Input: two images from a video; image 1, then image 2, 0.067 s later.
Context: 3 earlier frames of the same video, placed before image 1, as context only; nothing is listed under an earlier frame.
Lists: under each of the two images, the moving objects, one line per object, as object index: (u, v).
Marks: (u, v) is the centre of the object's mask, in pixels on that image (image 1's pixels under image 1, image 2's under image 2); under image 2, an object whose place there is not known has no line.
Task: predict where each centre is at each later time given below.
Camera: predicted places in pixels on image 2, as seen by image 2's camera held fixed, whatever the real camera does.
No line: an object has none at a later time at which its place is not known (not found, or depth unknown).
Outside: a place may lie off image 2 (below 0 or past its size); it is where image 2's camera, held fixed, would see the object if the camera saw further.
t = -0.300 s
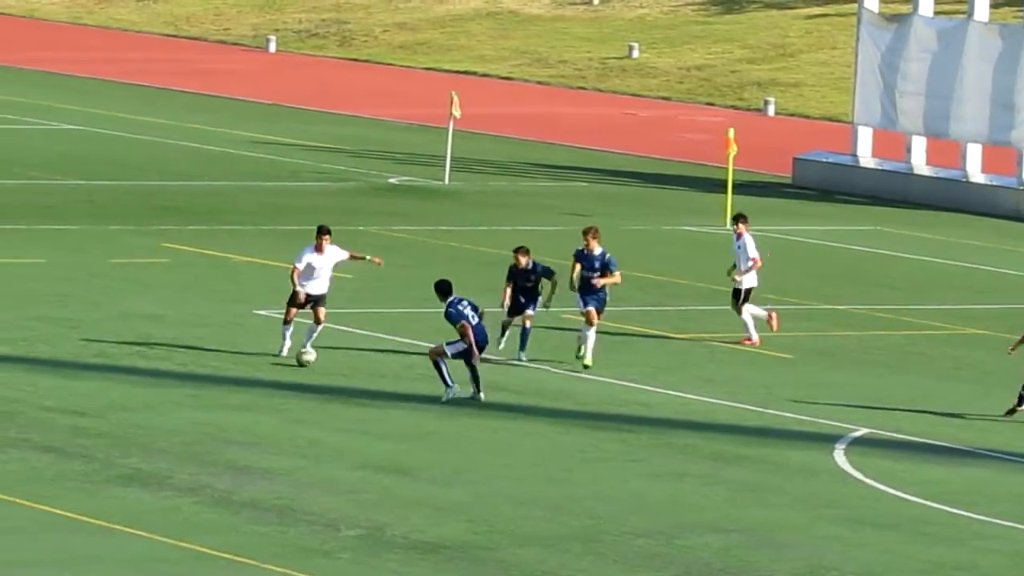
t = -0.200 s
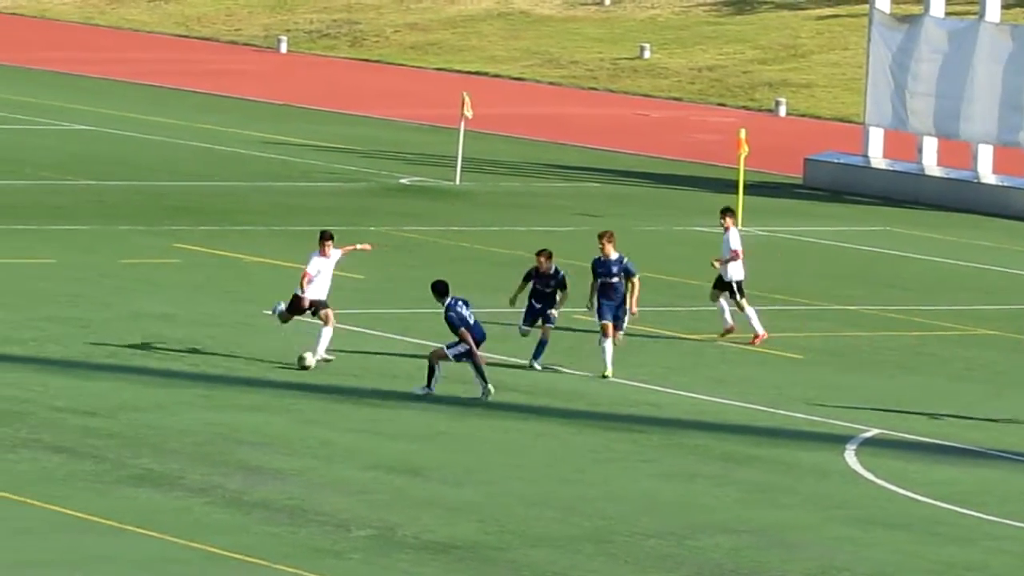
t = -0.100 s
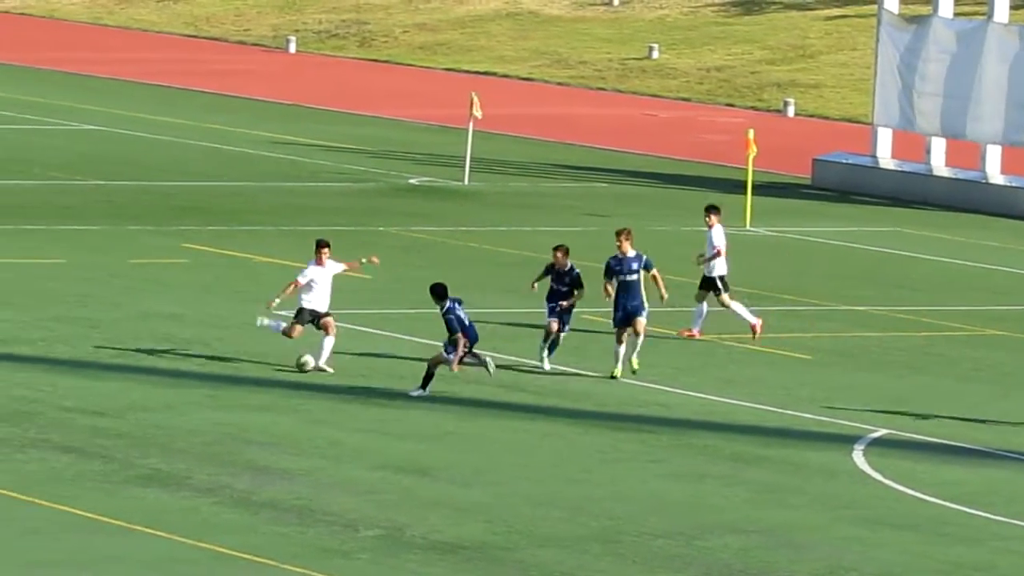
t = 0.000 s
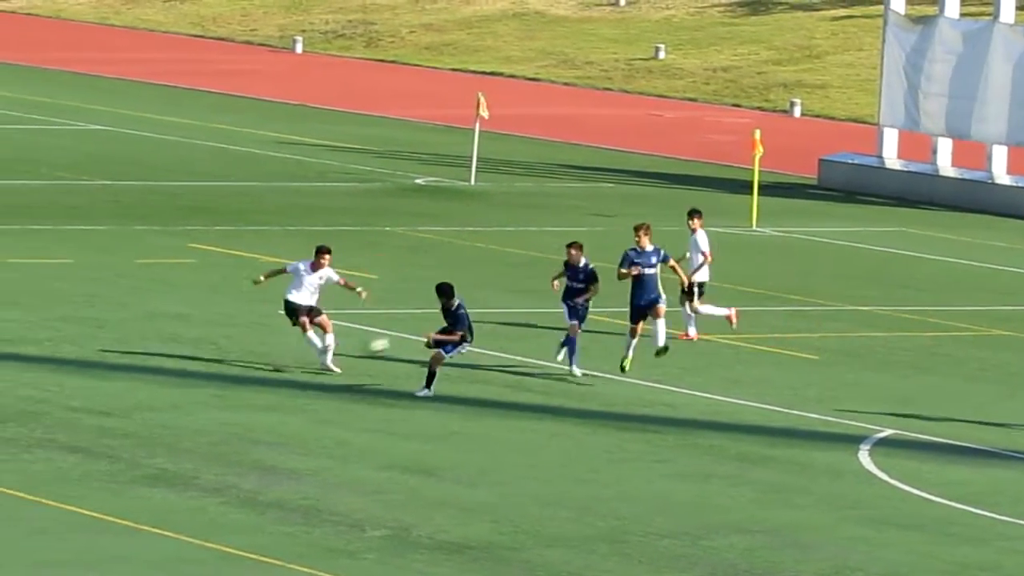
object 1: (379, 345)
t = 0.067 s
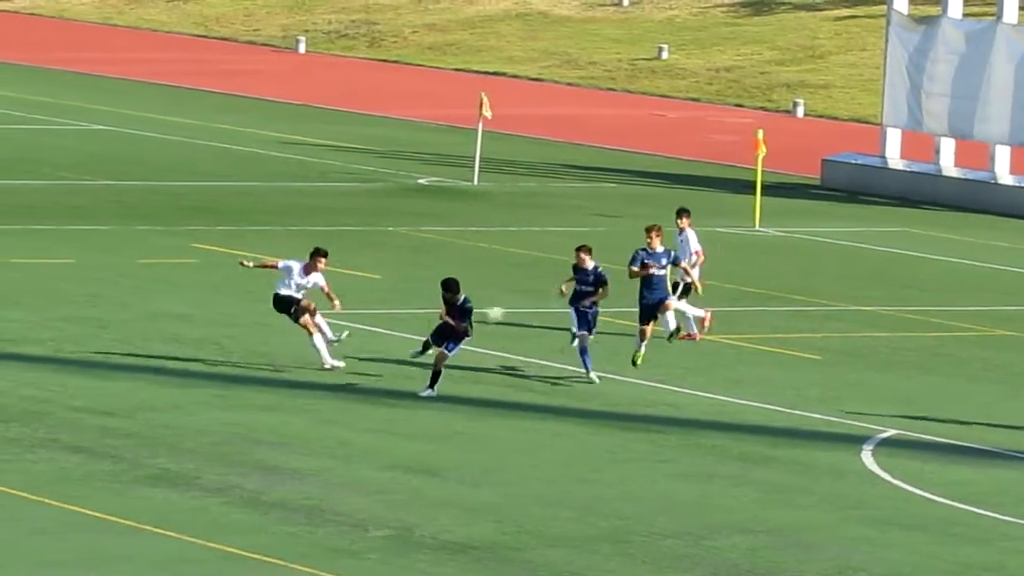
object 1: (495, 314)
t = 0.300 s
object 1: (864, 236)
